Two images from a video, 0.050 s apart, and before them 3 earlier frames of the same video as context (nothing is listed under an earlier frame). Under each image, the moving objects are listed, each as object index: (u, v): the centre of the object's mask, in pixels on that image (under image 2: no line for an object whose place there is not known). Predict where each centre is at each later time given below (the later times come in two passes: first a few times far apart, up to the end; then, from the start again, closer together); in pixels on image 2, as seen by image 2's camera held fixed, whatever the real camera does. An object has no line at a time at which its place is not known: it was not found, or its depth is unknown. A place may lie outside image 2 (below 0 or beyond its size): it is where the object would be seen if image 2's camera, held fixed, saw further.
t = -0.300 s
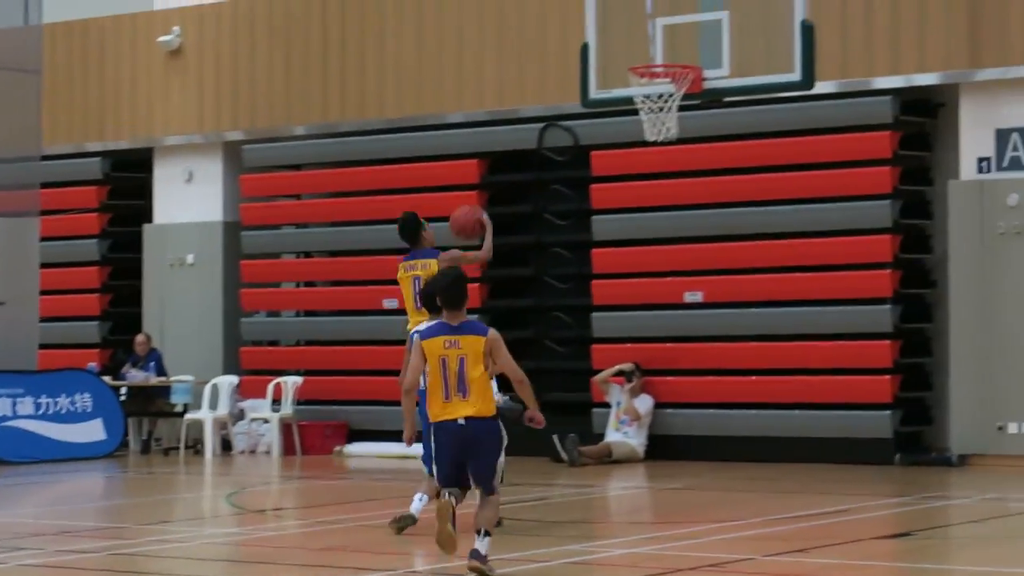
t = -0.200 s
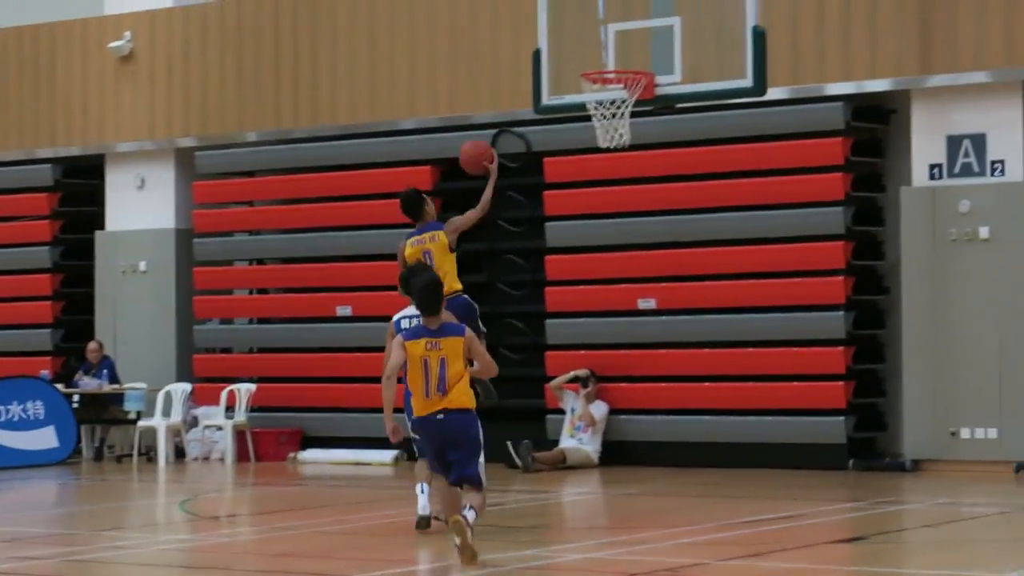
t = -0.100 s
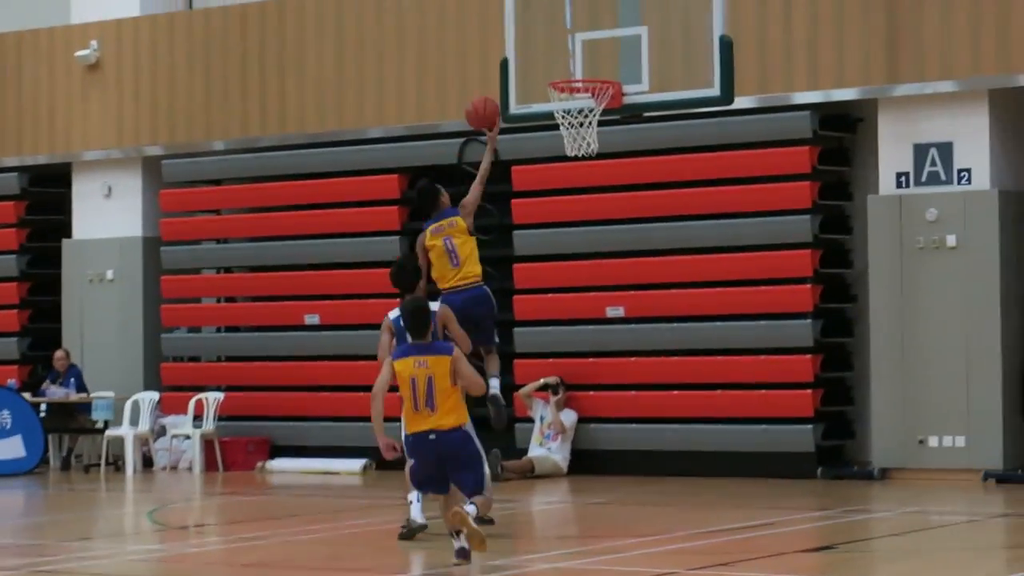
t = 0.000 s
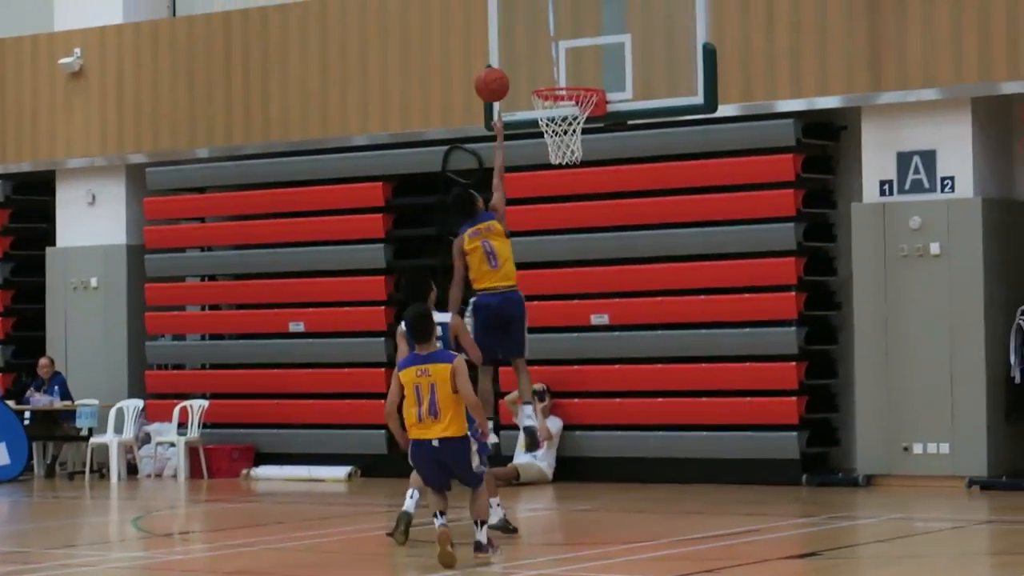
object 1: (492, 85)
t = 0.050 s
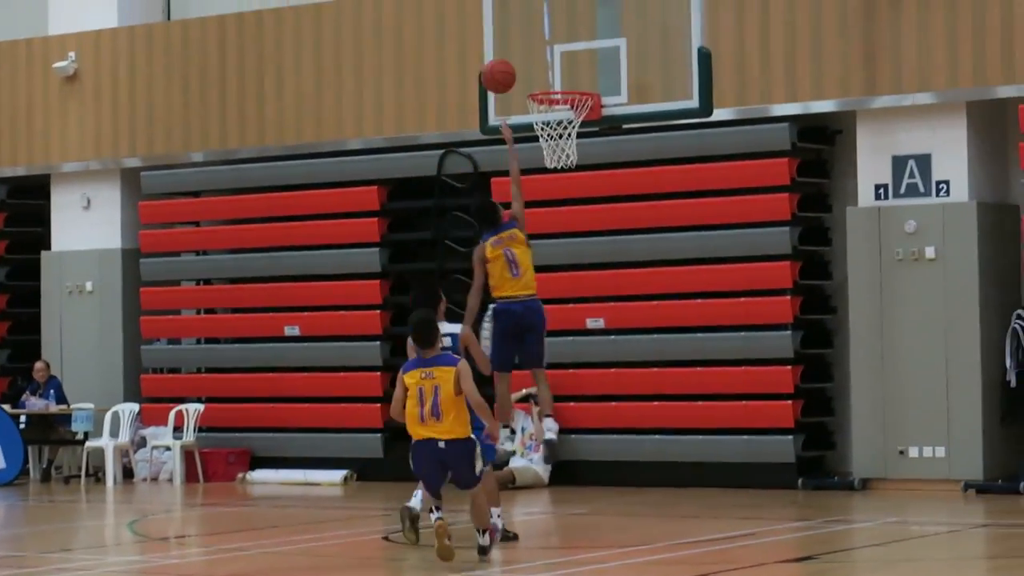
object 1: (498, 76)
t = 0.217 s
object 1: (538, 59)
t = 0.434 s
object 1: (575, 79)
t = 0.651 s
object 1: (527, 76)
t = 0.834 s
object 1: (486, 121)
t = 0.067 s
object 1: (502, 73)
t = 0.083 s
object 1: (507, 70)
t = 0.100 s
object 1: (511, 68)
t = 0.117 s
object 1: (515, 65)
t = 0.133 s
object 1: (518, 63)
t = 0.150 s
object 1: (522, 61)
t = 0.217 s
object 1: (538, 59)
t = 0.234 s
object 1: (542, 60)
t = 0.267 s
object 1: (550, 62)
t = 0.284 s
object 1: (553, 63)
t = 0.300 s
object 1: (557, 65)
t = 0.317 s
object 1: (561, 67)
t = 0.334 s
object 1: (565, 70)
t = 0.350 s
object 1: (569, 73)
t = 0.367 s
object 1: (573, 76)
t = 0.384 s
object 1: (577, 79)
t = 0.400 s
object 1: (581, 81)
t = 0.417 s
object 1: (579, 80)
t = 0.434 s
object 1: (575, 79)
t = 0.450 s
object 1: (572, 77)
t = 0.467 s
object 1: (568, 75)
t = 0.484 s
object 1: (564, 74)
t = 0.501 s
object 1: (560, 72)
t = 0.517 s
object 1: (556, 71)
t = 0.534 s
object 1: (553, 71)
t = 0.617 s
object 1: (535, 73)
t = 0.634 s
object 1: (530, 74)
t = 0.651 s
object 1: (527, 76)
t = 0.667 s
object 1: (523, 78)
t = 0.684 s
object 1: (519, 81)
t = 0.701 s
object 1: (516, 84)
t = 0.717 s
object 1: (512, 88)
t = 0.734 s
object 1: (509, 91)
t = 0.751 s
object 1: (505, 96)
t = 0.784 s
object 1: (498, 104)
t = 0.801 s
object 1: (494, 110)
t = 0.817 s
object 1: (490, 116)
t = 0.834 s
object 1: (486, 121)
